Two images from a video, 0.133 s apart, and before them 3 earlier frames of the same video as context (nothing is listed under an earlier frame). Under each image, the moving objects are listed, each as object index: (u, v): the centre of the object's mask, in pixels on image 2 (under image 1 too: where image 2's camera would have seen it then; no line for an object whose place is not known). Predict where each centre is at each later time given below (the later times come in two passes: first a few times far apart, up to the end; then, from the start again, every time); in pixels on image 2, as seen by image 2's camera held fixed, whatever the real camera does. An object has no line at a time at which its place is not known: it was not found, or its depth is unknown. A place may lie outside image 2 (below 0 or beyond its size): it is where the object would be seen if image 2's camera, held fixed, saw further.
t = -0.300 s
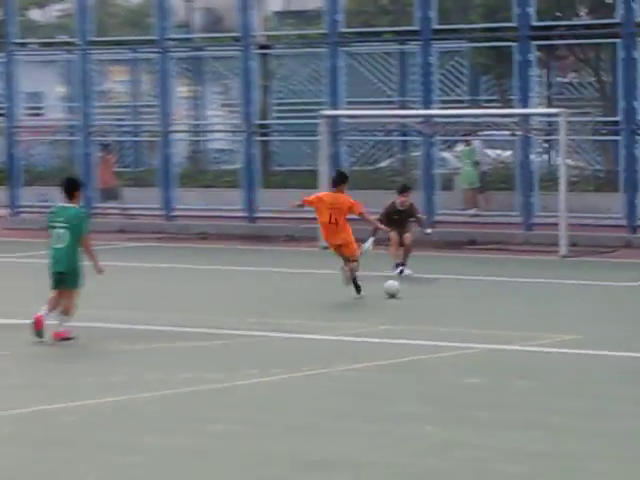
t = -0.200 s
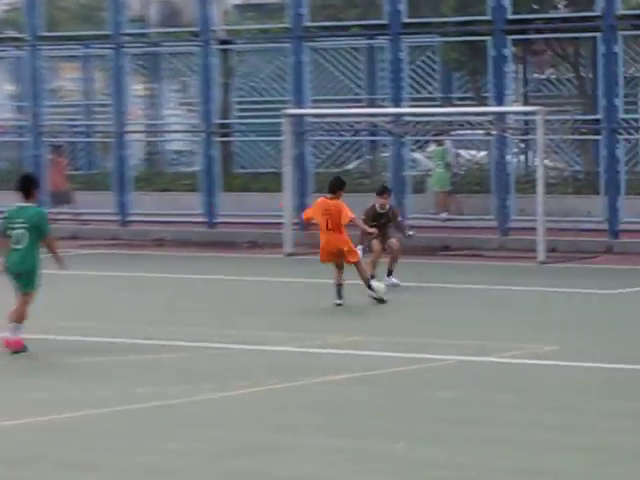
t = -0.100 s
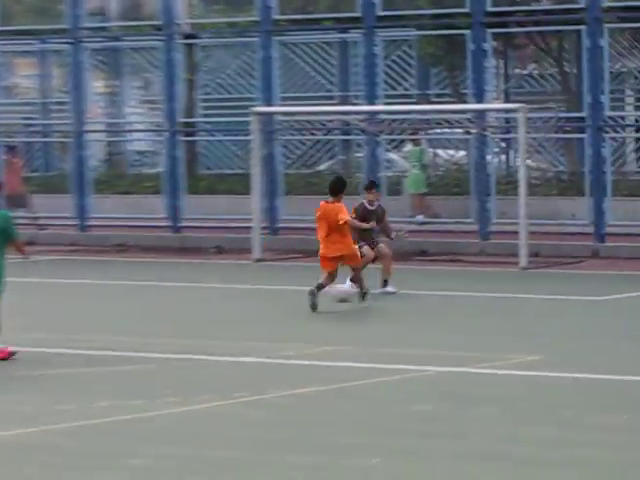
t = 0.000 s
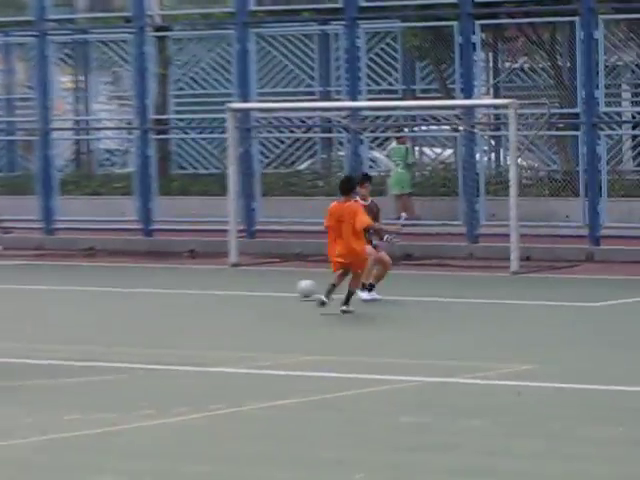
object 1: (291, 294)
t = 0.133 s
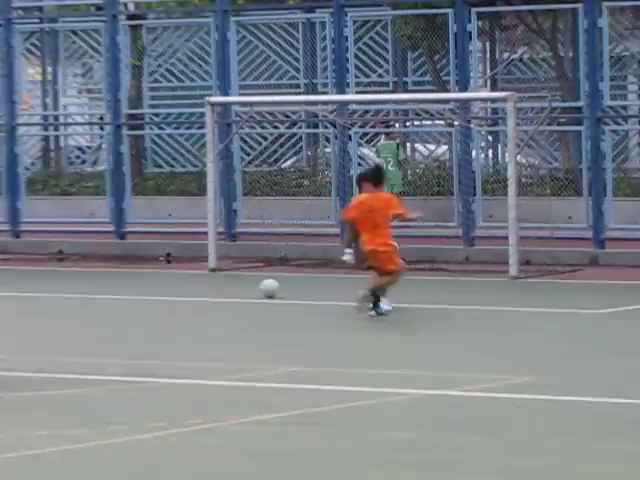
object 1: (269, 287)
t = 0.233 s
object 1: (256, 280)
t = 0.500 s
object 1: (233, 266)
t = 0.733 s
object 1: (259, 236)
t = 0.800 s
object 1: (288, 222)
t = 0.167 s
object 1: (265, 284)
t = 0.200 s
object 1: (260, 282)
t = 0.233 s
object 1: (256, 280)
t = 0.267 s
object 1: (252, 278)
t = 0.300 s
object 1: (249, 274)
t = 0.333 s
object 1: (247, 273)
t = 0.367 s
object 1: (245, 272)
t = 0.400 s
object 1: (241, 271)
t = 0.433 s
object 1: (239, 268)
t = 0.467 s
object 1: (236, 267)
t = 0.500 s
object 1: (233, 266)
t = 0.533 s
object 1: (230, 266)
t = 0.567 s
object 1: (227, 263)
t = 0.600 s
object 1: (224, 262)
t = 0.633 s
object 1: (222, 262)
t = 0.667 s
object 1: (227, 258)
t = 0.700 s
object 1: (243, 246)
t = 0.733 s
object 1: (259, 236)
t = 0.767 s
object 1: (273, 229)
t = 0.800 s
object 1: (288, 222)
